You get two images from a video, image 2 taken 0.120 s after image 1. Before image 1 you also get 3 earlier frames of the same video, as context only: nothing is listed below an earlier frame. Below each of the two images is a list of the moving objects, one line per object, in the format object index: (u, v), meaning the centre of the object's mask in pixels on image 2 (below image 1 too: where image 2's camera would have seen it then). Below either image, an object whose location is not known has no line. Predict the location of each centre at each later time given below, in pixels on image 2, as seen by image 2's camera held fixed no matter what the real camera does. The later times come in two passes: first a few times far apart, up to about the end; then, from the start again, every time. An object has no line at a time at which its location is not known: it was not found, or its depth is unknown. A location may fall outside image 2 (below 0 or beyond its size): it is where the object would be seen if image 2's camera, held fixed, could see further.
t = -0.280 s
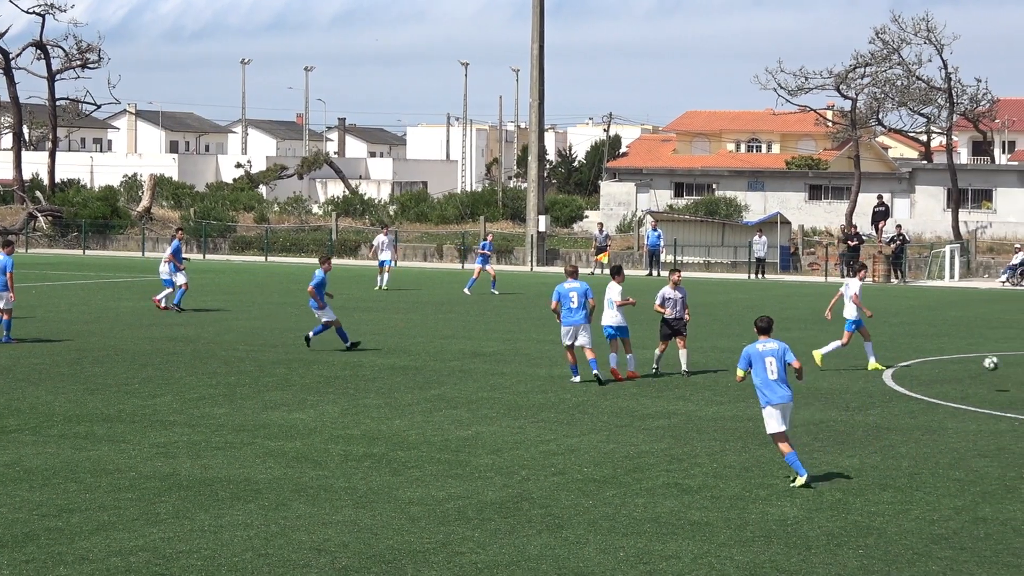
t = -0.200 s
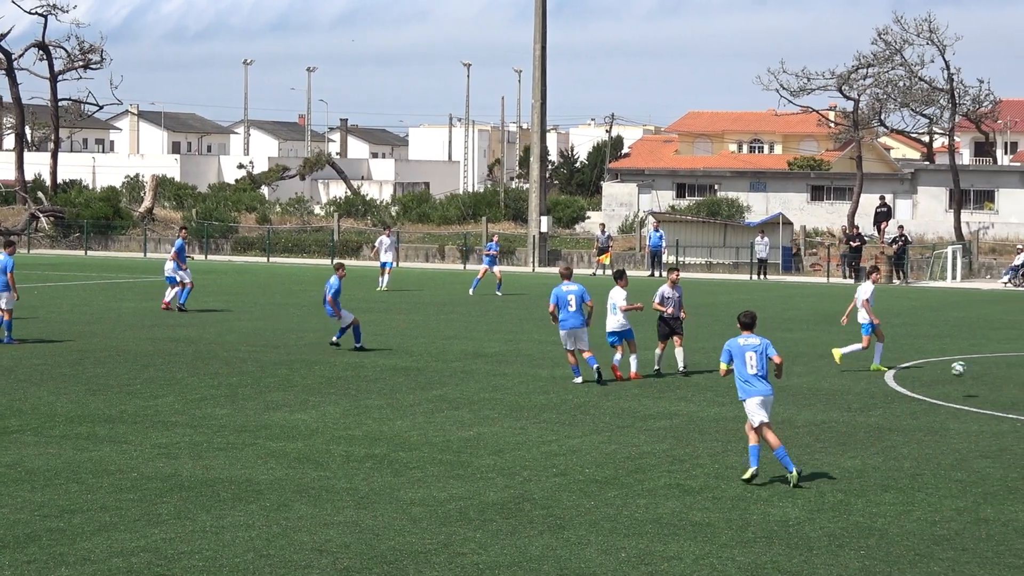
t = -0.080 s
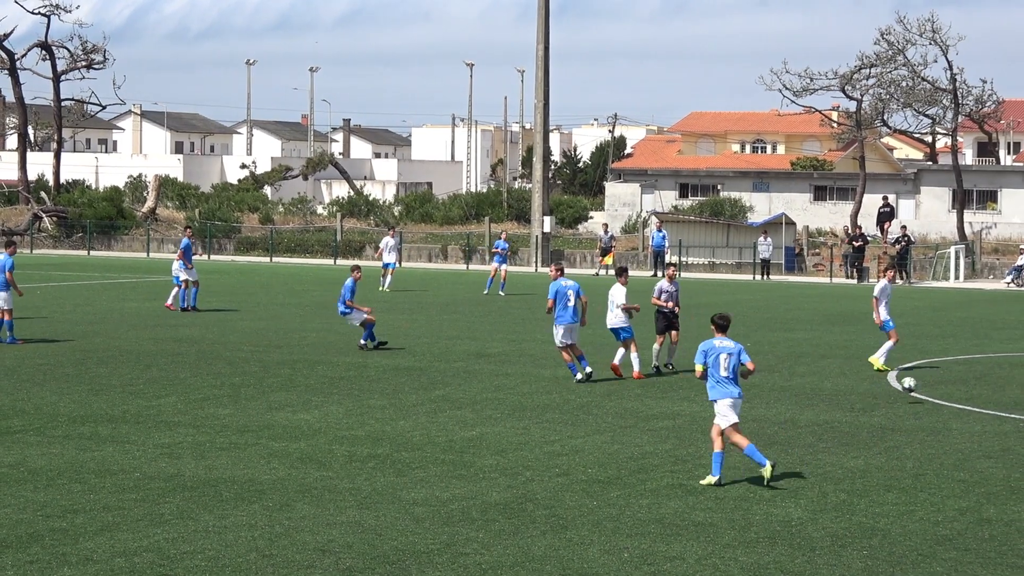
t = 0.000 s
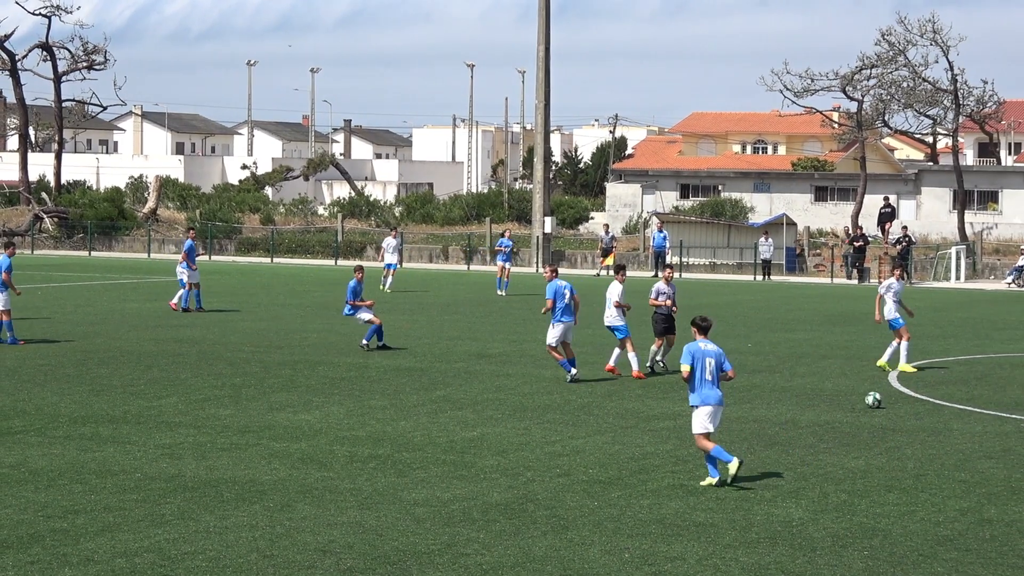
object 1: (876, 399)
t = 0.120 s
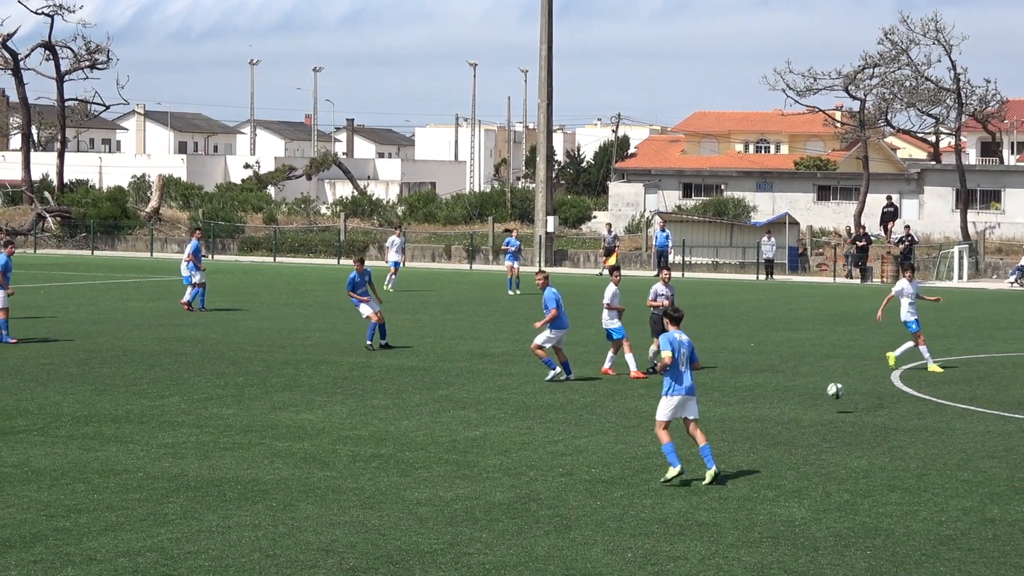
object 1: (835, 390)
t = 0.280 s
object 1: (777, 396)
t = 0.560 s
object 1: (679, 414)
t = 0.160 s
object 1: (821, 390)
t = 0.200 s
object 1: (807, 391)
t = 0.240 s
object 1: (792, 393)
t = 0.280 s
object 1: (777, 396)
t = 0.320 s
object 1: (761, 400)
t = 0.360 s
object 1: (745, 406)
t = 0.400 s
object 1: (730, 414)
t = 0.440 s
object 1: (716, 419)
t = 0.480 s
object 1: (703, 416)
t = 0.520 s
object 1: (691, 414)
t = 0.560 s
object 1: (679, 414)
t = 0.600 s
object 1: (667, 415)
